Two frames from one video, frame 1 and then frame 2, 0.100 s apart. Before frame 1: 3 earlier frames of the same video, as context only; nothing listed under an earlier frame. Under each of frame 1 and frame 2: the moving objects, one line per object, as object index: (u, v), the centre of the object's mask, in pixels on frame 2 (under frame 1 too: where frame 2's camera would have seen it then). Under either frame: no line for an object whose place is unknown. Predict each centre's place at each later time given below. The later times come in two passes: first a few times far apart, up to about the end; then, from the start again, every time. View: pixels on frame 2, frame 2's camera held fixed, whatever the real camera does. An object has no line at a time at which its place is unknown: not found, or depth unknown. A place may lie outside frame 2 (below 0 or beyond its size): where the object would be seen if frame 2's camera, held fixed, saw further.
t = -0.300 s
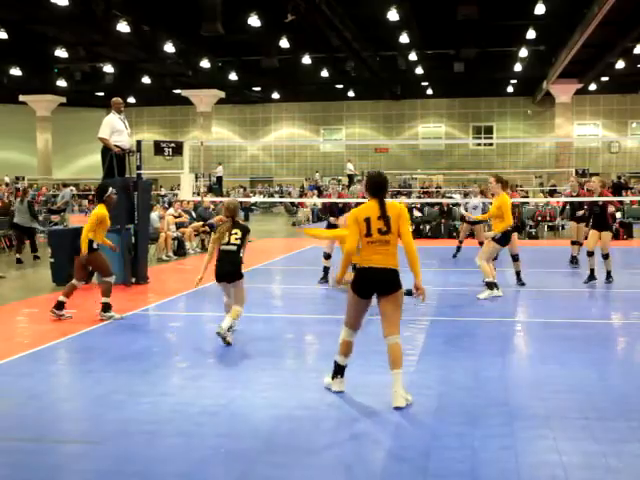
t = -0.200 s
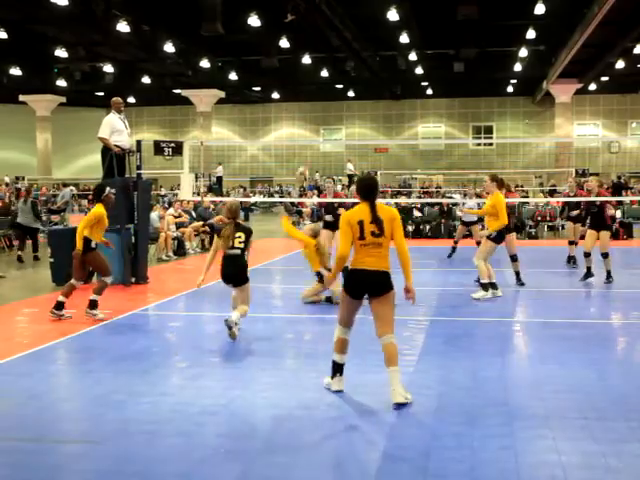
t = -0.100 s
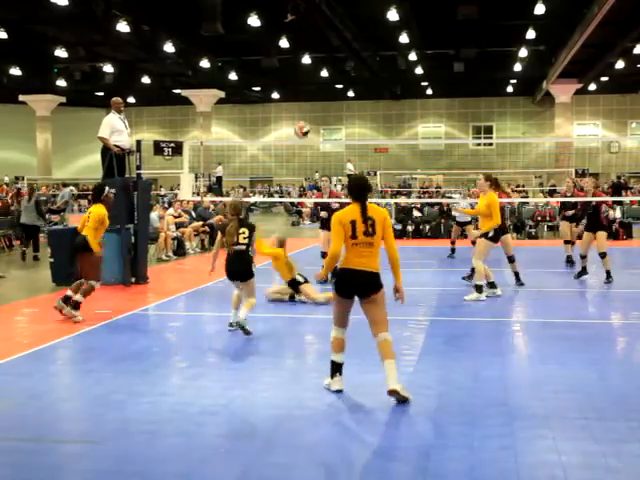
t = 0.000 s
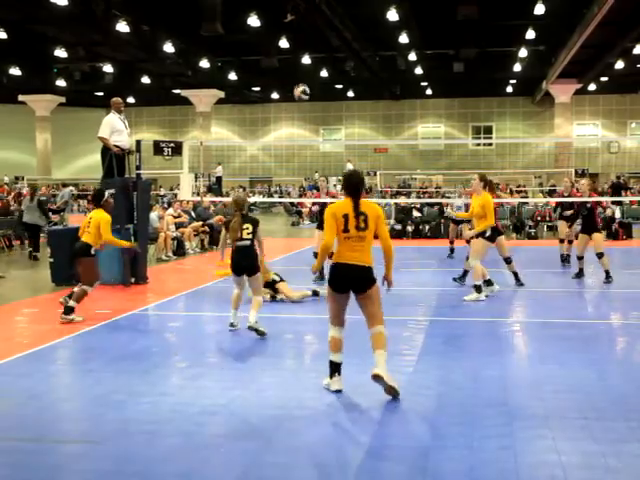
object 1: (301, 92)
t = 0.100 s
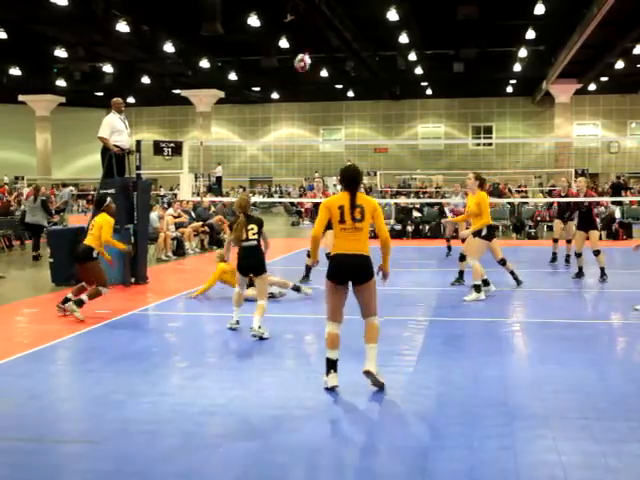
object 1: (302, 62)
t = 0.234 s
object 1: (303, 33)
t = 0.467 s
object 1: (305, 13)
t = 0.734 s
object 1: (307, 40)
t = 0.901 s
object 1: (309, 85)
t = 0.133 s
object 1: (302, 53)
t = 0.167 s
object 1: (302, 46)
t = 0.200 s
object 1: (303, 39)
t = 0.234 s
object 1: (303, 33)
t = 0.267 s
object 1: (303, 28)
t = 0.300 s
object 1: (303, 23)
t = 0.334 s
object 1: (304, 19)
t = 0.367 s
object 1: (304, 17)
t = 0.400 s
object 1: (304, 15)
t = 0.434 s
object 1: (304, 13)
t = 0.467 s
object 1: (305, 13)
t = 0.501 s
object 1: (305, 13)
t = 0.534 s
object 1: (305, 15)
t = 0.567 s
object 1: (305, 17)
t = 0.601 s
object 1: (306, 20)
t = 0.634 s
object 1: (306, 24)
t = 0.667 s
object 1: (307, 28)
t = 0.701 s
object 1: (307, 34)
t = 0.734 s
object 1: (307, 40)
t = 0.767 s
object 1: (308, 46)
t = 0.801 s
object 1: (308, 55)
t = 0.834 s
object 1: (308, 64)
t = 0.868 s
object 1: (309, 75)
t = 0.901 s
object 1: (309, 85)
